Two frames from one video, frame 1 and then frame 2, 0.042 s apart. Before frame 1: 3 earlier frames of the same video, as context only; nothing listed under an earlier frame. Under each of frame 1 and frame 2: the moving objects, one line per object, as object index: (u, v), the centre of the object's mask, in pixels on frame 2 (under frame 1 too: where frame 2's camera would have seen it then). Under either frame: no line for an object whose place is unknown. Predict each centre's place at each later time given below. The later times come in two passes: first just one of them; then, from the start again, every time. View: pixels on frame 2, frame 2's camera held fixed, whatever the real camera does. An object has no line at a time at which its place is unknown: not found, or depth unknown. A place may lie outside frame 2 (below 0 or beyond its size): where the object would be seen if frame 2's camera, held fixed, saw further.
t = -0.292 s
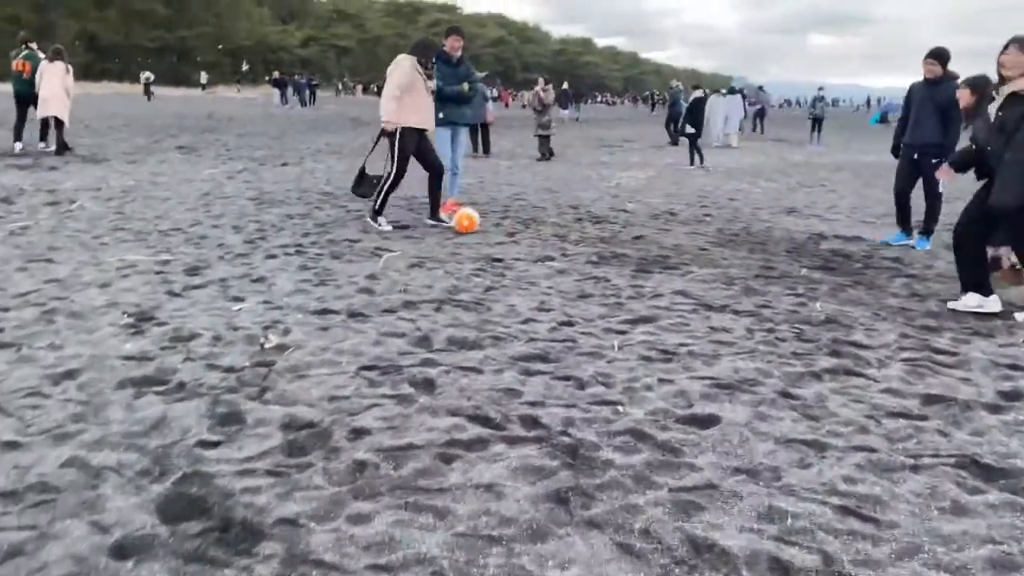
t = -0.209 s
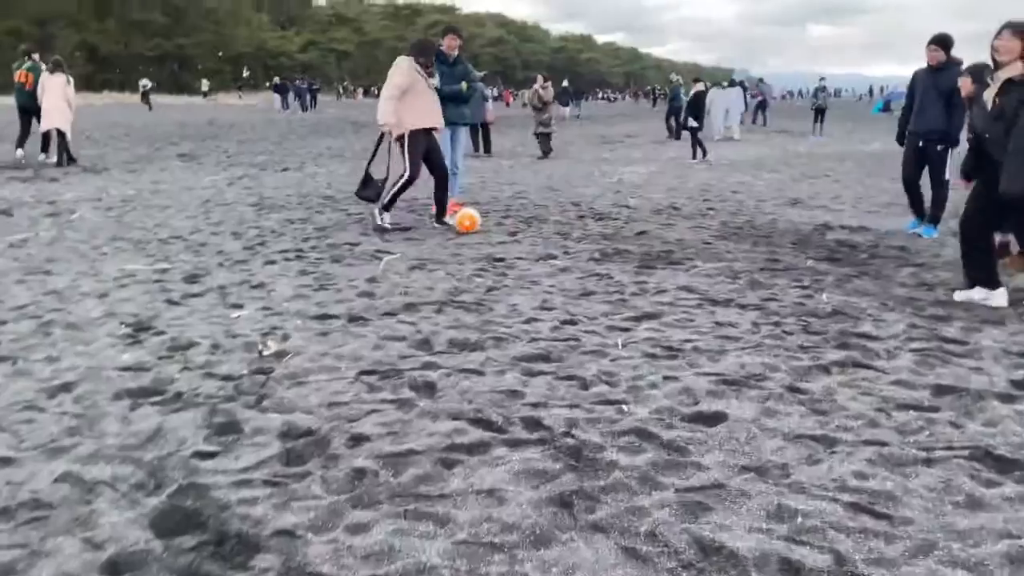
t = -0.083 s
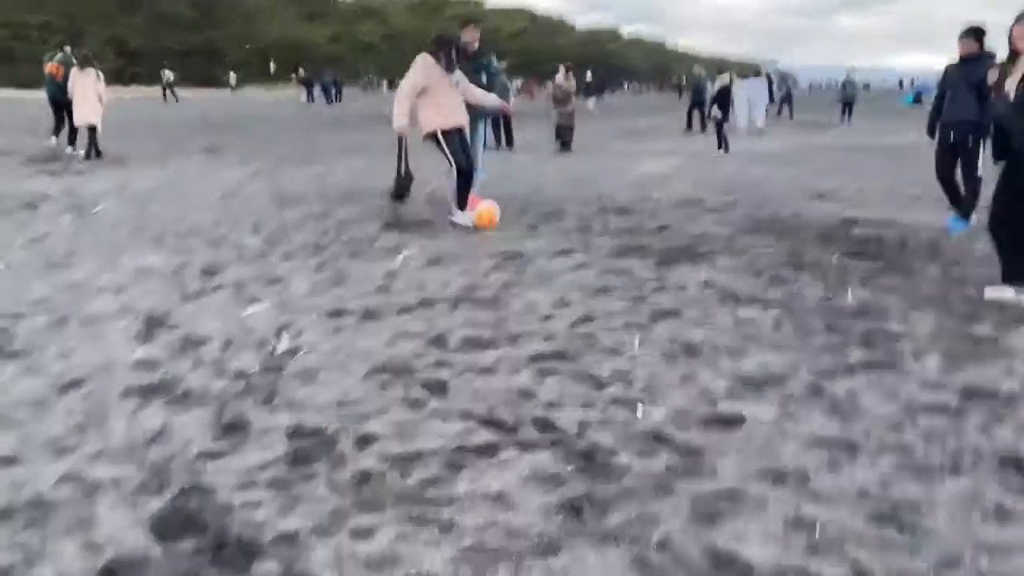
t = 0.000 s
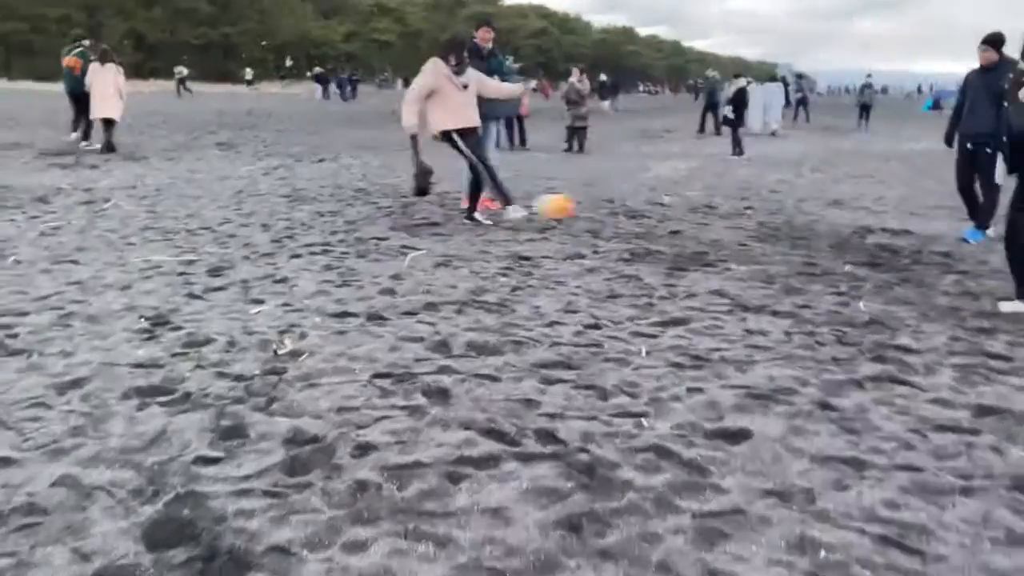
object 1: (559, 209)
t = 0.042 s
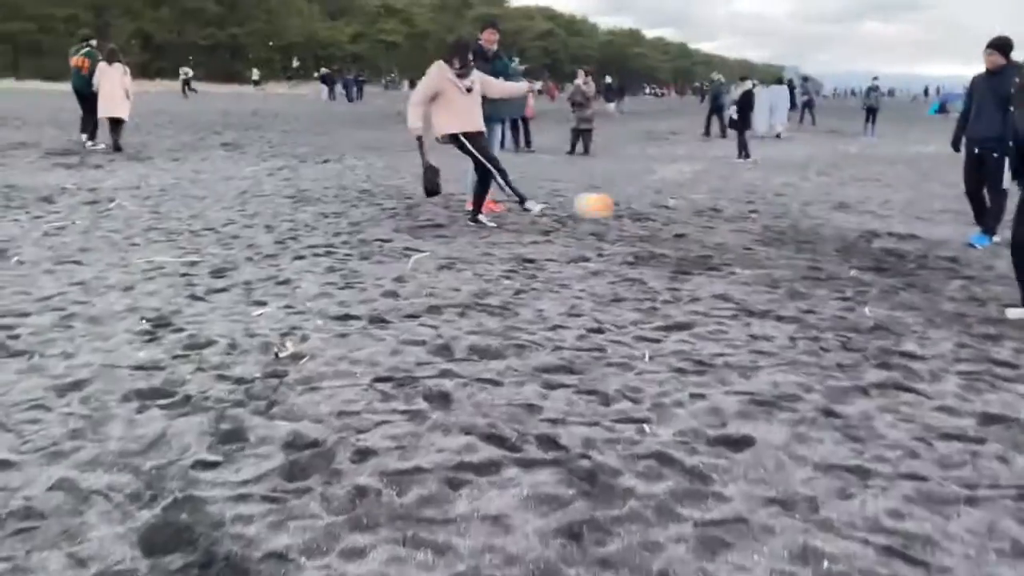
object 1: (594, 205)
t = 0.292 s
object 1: (798, 227)
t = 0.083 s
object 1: (629, 204)
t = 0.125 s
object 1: (662, 206)
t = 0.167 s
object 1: (694, 208)
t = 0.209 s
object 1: (731, 213)
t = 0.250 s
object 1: (765, 220)
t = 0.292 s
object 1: (798, 227)
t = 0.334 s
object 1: (823, 224)
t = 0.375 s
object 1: (847, 221)
